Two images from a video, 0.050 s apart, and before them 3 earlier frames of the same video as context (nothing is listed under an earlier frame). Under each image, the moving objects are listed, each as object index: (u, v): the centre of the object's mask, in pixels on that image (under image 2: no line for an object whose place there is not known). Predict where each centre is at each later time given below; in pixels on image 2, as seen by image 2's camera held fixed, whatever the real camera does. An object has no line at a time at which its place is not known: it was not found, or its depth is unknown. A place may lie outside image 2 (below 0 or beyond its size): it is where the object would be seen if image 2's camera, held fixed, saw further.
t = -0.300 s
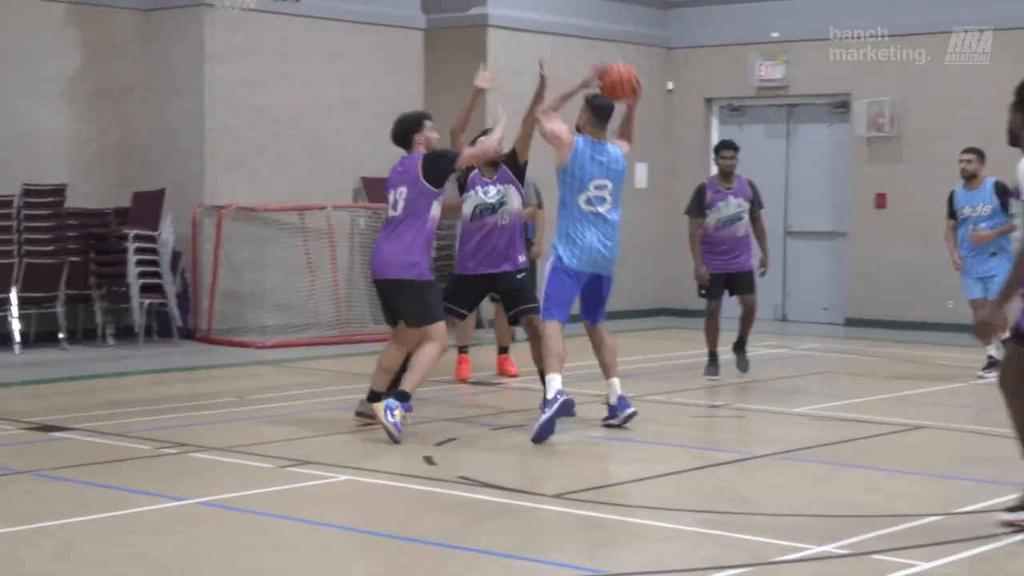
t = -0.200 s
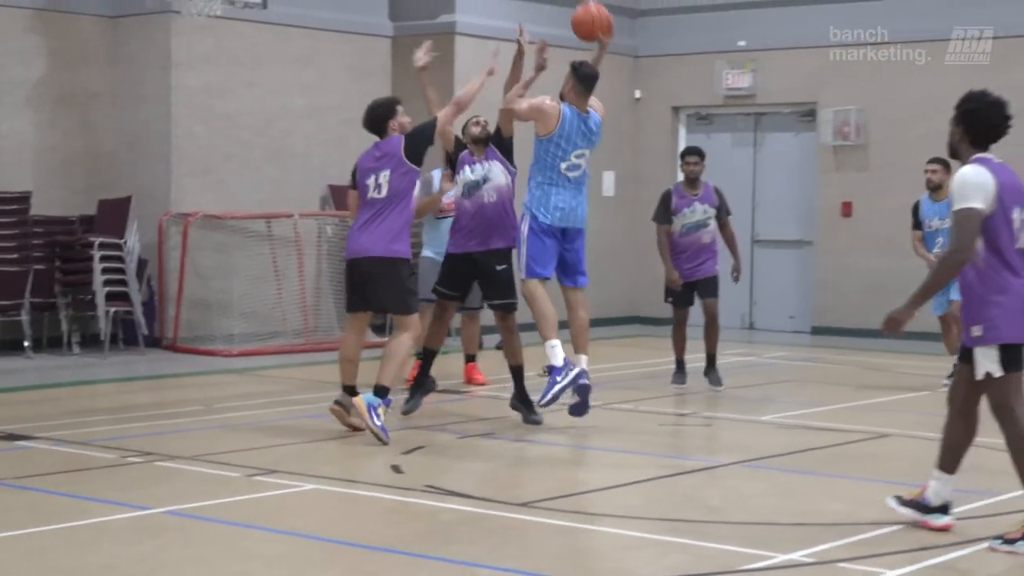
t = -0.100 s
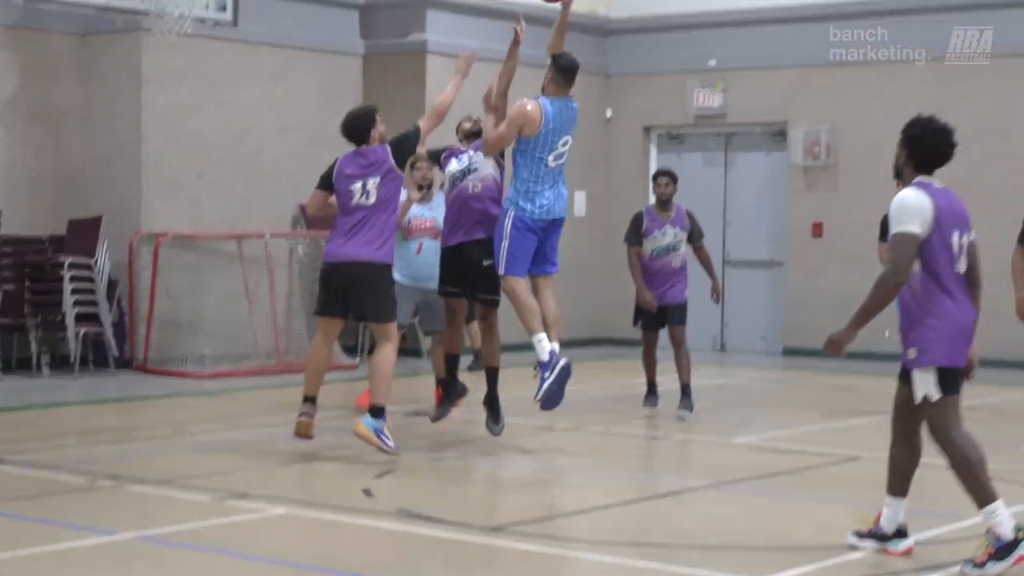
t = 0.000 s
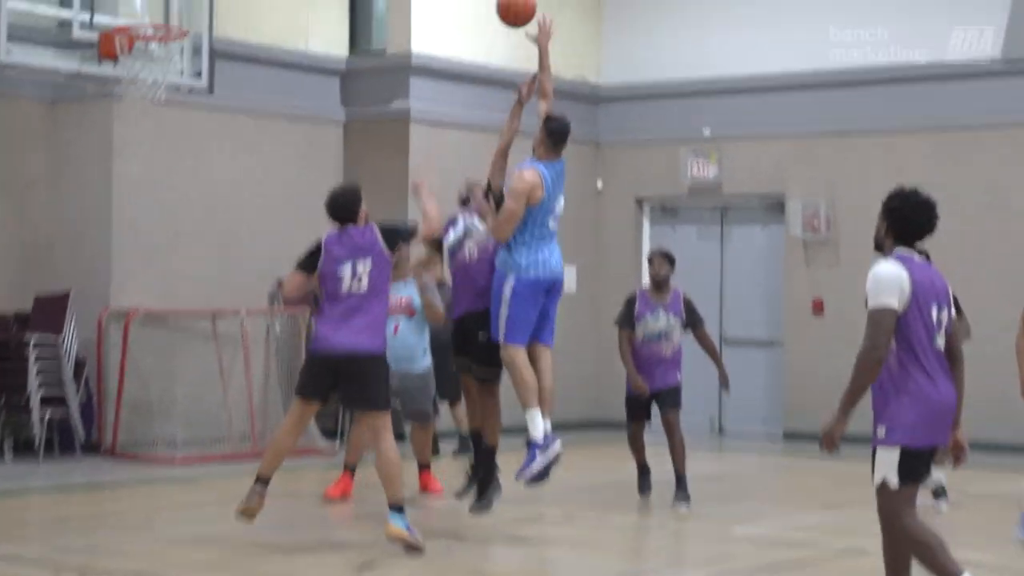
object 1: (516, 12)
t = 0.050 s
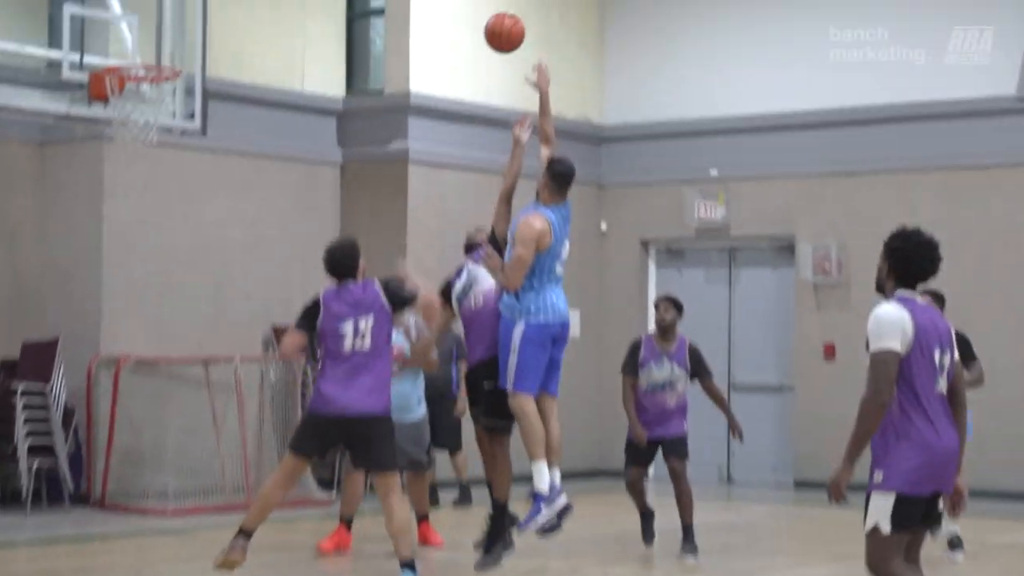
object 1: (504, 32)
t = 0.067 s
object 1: (497, 29)
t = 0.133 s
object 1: (484, 22)
